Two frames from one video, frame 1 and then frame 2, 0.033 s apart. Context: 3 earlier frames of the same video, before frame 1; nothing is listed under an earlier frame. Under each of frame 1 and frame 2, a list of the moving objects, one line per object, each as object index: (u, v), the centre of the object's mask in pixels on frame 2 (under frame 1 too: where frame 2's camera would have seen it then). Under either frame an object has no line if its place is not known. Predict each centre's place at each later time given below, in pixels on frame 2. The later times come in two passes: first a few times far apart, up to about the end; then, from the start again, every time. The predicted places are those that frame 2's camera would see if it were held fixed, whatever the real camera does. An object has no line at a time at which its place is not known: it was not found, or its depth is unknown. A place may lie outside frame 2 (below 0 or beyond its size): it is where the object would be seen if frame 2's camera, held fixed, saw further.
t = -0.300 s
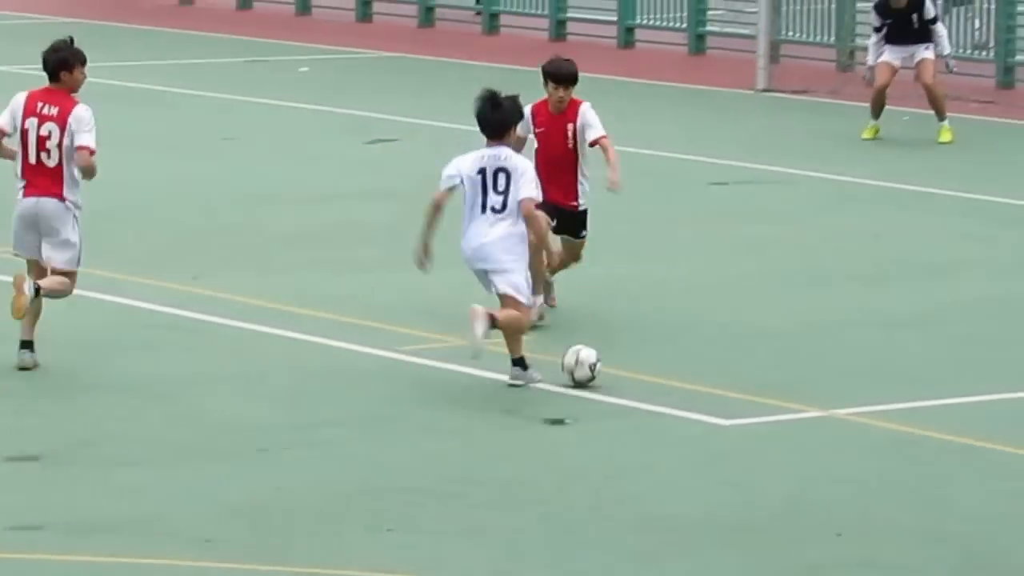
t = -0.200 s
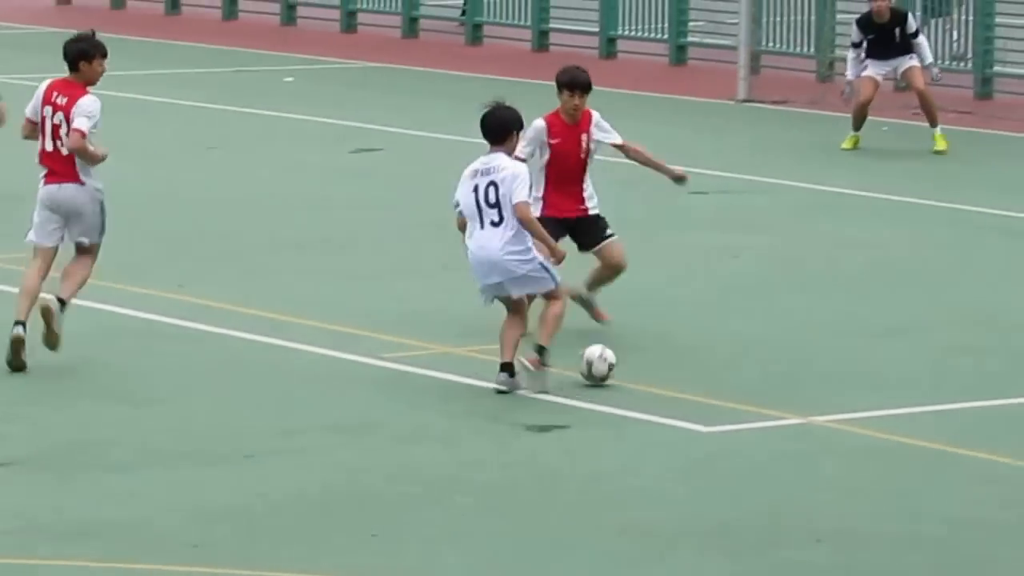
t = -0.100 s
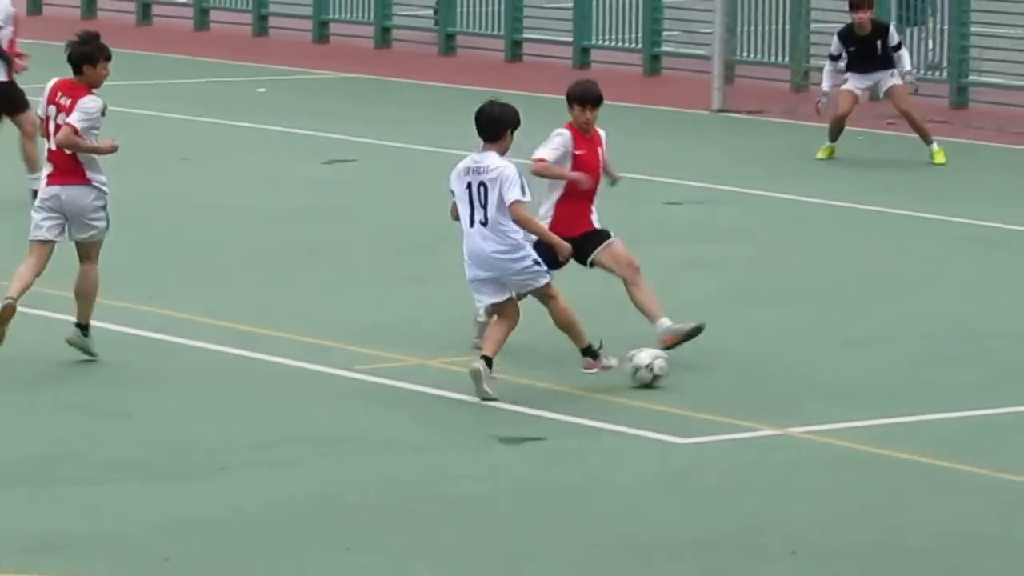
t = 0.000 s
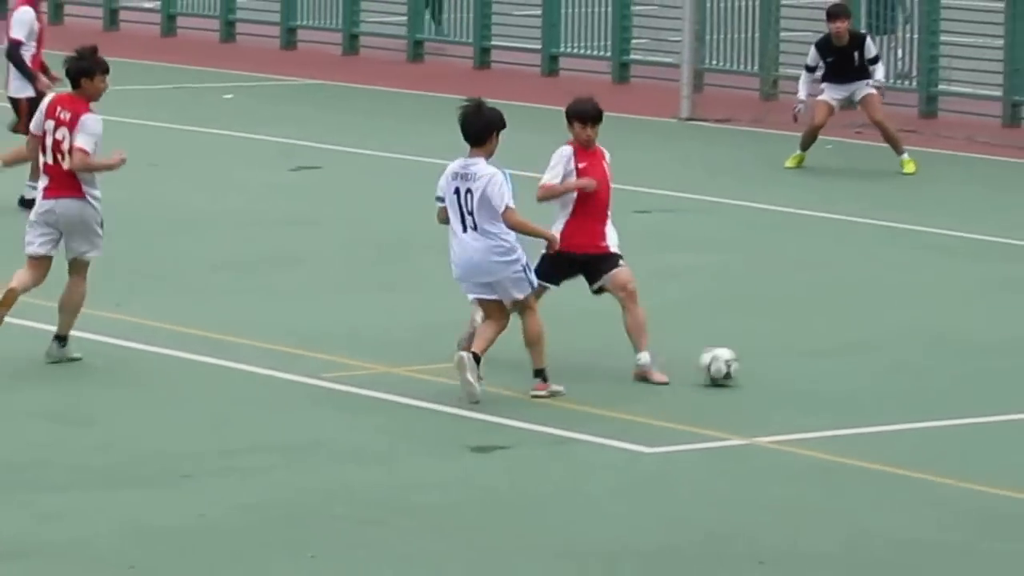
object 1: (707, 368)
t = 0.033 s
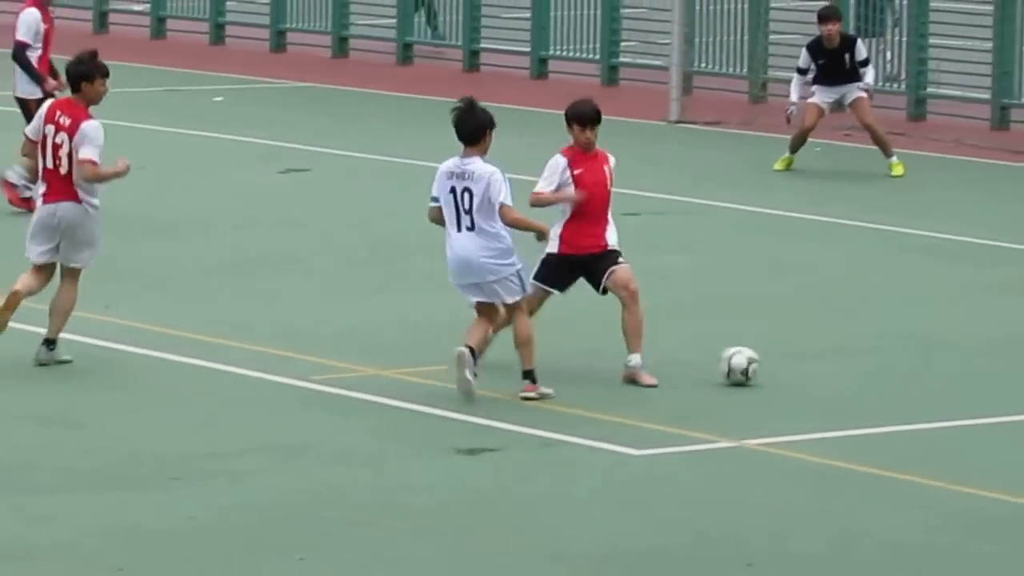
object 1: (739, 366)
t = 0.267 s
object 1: (920, 348)
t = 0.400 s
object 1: (1008, 339)
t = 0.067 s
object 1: (769, 363)
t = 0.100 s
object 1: (797, 359)
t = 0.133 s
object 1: (824, 357)
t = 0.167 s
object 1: (850, 355)
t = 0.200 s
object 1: (873, 352)
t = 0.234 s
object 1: (897, 350)
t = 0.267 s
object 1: (920, 348)
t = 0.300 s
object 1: (942, 344)
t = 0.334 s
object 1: (964, 342)
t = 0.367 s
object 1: (987, 342)
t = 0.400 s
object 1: (1008, 339)
